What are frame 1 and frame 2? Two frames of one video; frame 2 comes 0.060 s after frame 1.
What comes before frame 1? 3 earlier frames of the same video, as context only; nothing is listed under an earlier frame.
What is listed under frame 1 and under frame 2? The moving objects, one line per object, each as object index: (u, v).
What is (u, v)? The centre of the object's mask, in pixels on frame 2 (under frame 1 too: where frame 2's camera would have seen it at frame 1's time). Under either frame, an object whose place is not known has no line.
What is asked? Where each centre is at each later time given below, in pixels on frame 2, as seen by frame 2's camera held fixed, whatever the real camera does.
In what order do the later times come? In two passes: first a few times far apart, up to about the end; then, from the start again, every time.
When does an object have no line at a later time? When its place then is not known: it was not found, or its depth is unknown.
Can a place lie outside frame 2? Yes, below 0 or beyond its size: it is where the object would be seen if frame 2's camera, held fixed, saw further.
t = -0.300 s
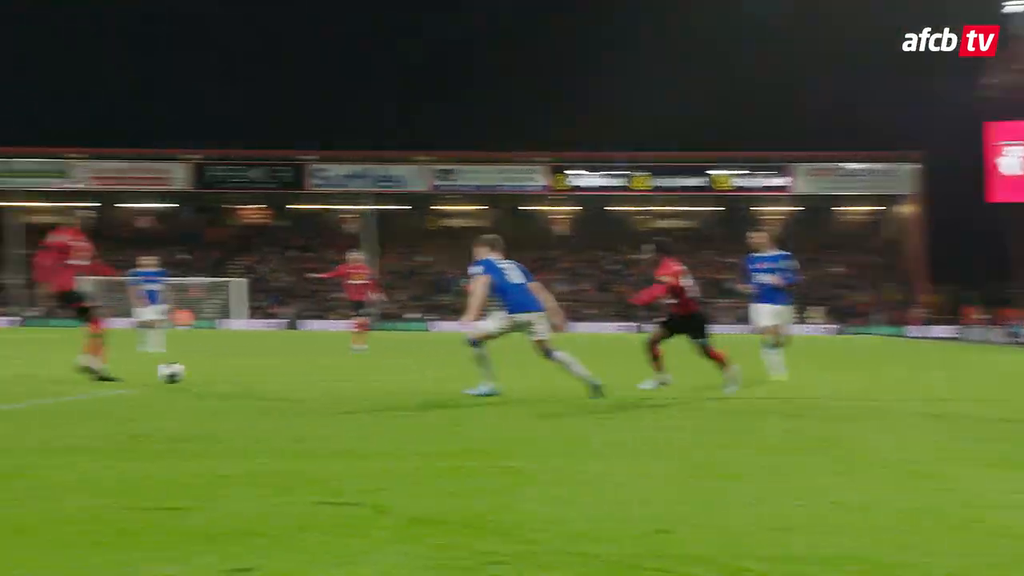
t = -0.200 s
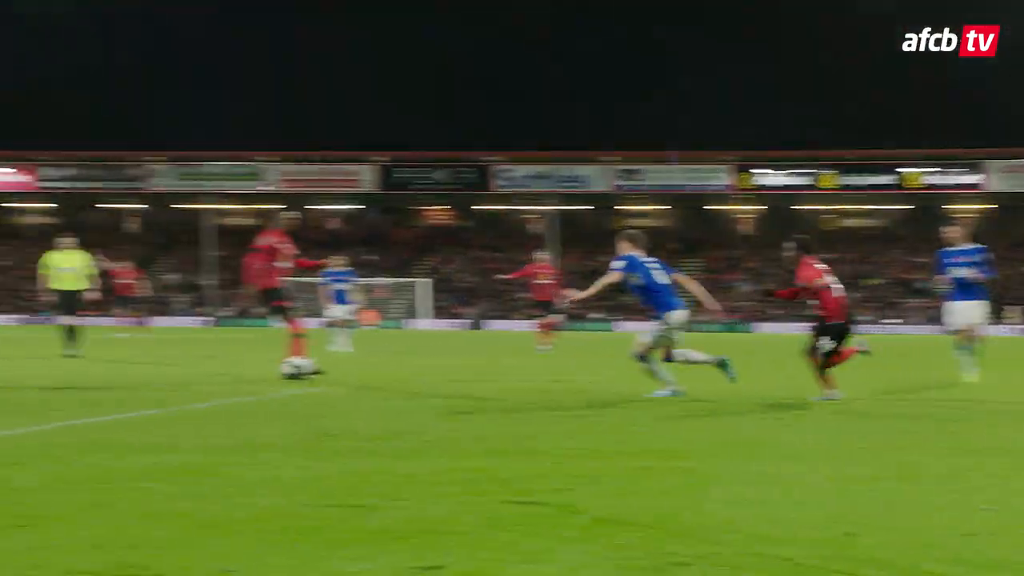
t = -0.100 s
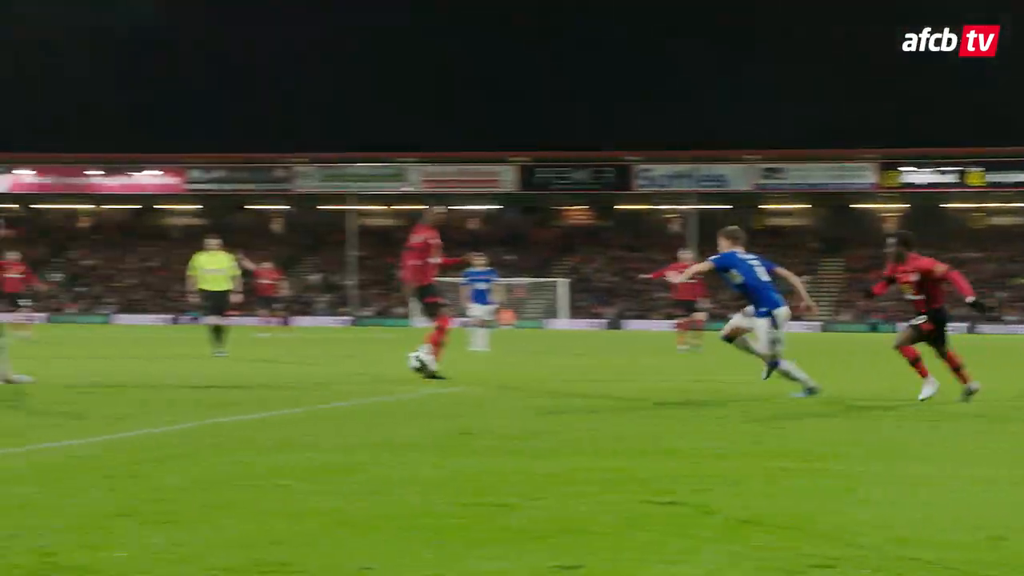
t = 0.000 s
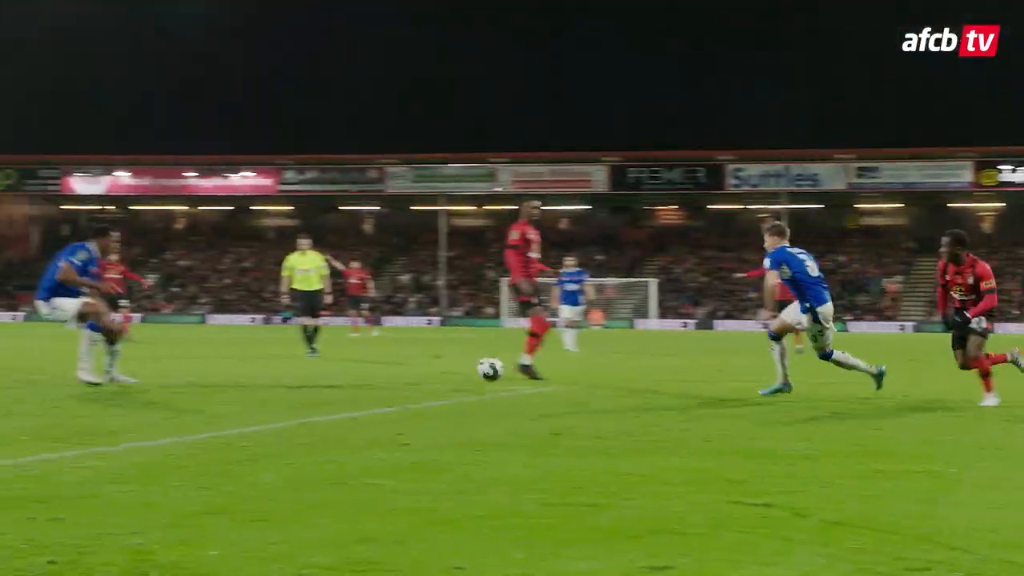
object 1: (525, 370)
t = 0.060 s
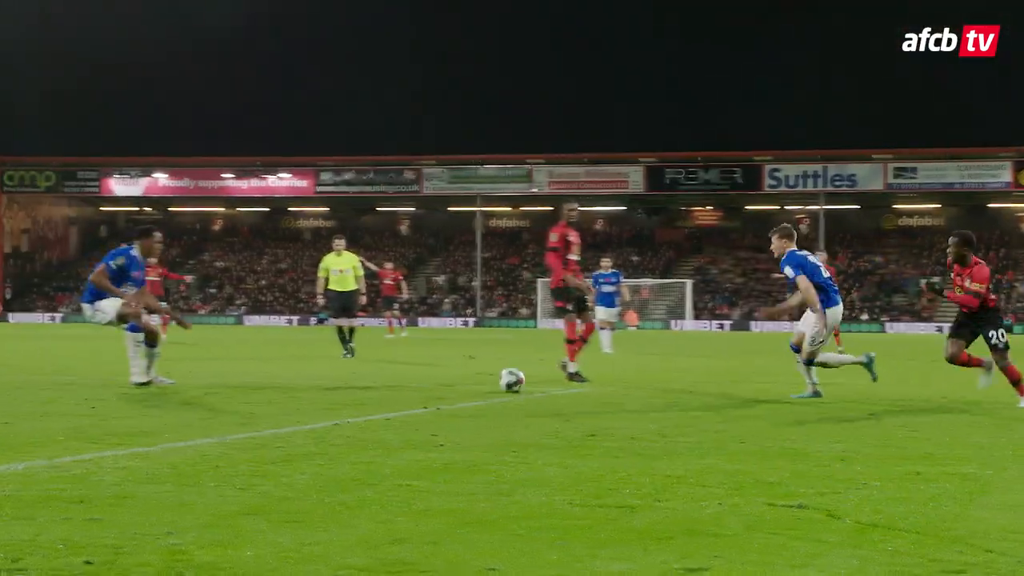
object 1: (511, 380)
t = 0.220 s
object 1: (470, 378)
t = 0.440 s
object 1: (398, 383)
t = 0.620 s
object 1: (328, 400)
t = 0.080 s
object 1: (507, 382)
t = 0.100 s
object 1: (502, 380)
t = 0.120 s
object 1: (496, 379)
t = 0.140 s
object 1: (491, 378)
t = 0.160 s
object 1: (486, 377)
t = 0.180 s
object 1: (481, 377)
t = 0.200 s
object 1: (476, 377)
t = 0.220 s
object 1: (470, 378)
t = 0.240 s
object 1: (463, 380)
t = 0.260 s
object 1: (458, 382)
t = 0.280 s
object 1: (451, 384)
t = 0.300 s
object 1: (445, 388)
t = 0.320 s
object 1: (439, 390)
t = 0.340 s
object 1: (432, 390)
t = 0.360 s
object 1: (426, 388)
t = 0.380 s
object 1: (419, 386)
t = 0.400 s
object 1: (412, 384)
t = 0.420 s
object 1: (405, 383)
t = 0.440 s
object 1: (398, 383)
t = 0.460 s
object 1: (390, 383)
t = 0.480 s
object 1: (383, 384)
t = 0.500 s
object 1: (376, 385)
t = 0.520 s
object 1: (368, 387)
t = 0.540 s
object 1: (360, 390)
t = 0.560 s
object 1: (352, 393)
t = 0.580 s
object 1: (344, 397)
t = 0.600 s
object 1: (336, 400)
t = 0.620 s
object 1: (328, 400)
